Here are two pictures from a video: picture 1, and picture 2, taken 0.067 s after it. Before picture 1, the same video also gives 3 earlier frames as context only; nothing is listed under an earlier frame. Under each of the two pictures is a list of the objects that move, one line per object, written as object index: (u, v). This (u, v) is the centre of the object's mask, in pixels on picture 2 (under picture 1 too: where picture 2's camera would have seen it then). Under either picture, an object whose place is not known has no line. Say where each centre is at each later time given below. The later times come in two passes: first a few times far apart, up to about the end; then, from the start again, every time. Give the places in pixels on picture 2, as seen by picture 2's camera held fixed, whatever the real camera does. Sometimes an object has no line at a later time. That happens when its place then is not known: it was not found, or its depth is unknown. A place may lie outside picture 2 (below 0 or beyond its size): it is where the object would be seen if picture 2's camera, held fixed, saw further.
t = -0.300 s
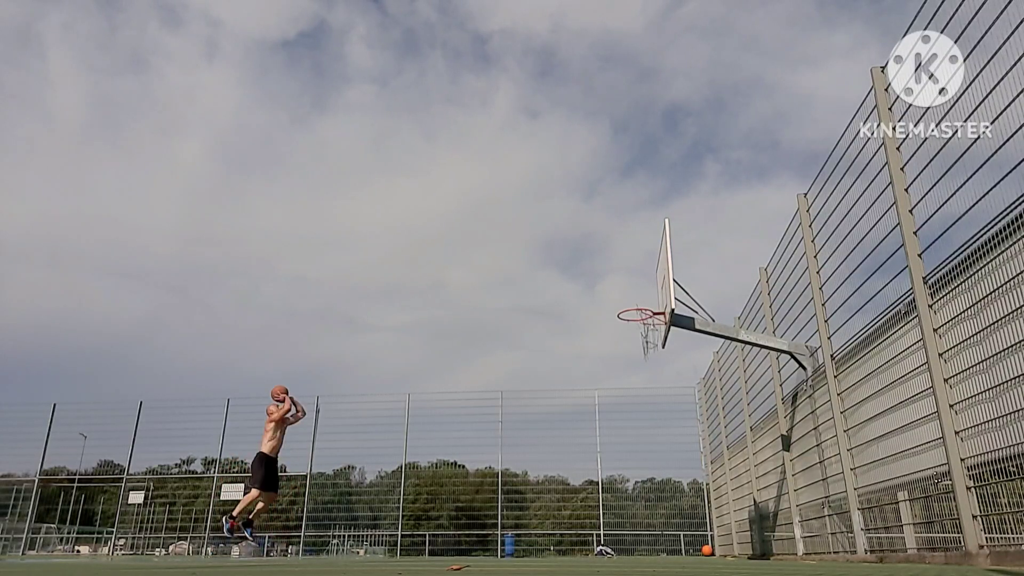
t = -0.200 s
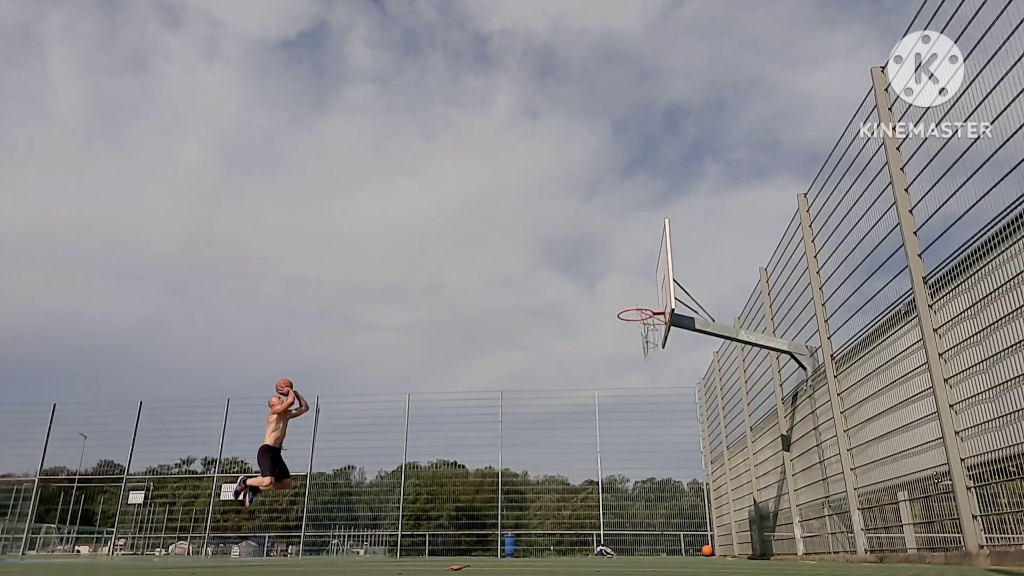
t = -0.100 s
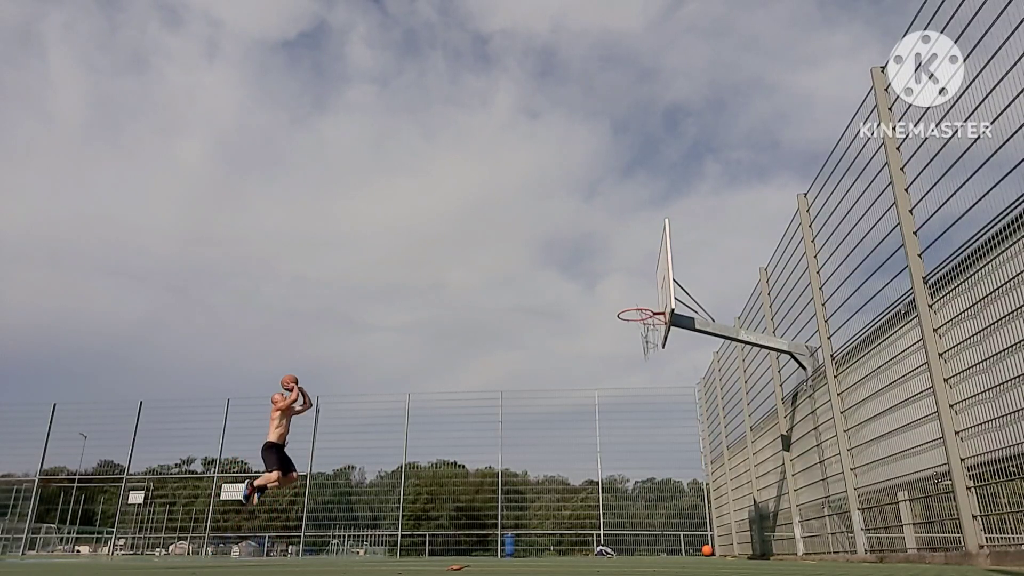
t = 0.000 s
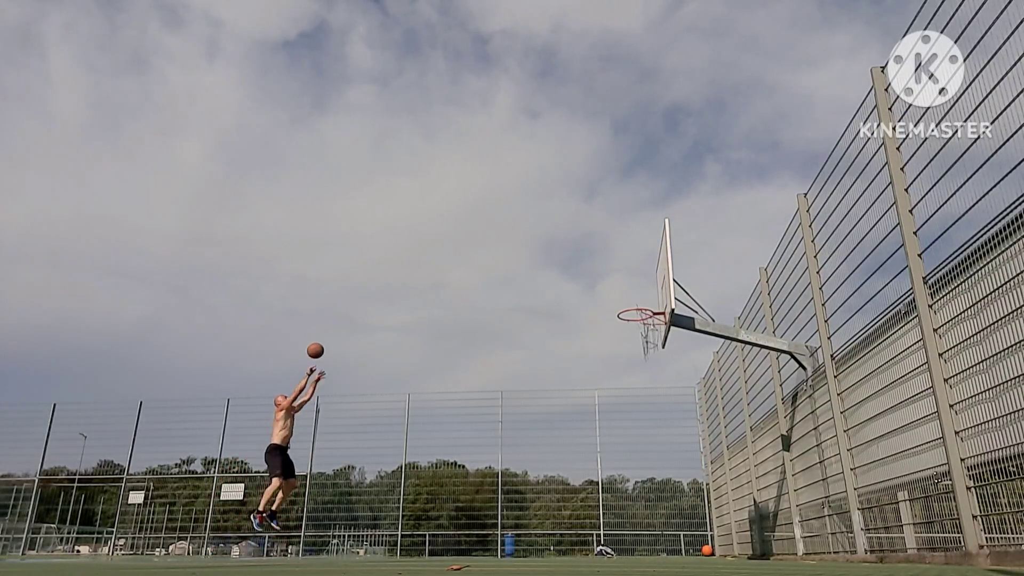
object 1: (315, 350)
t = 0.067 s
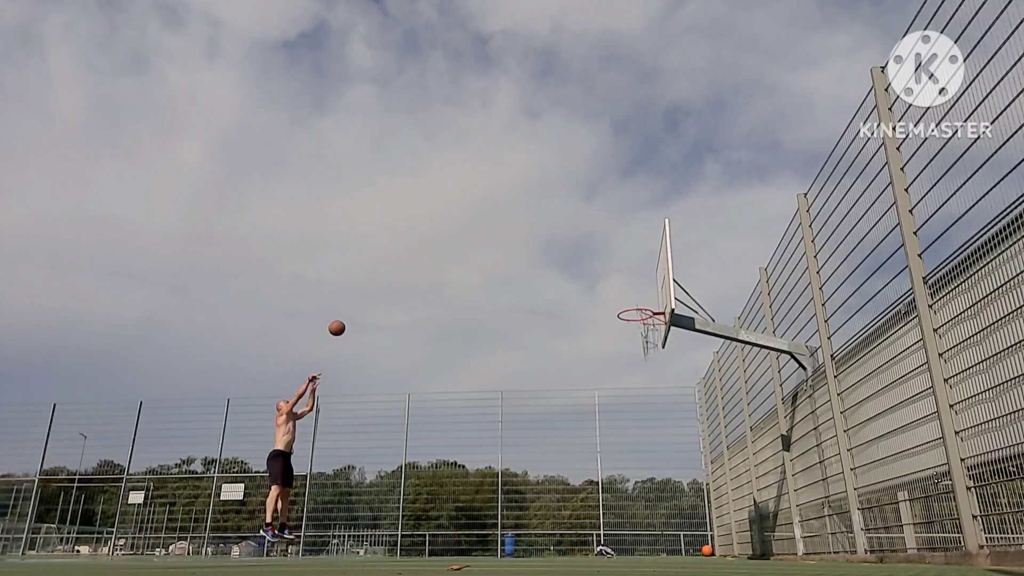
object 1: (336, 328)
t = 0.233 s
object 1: (388, 285)
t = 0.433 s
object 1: (449, 256)
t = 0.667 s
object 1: (520, 253)
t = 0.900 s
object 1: (595, 285)
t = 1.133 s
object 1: (652, 286)
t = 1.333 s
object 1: (626, 277)
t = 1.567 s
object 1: (590, 300)
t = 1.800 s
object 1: (555, 362)
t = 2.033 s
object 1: (520, 468)
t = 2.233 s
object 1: (498, 507)
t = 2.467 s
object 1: (493, 415)
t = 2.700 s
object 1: (488, 369)
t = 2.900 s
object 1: (484, 360)
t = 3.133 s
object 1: (478, 385)
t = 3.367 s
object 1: (473, 450)
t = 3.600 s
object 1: (467, 536)
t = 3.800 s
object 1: (459, 465)
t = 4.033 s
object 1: (449, 423)
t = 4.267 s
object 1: (438, 422)
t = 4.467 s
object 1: (428, 452)
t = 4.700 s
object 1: (415, 527)
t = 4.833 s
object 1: (411, 516)
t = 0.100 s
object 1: (347, 318)
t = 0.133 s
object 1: (357, 308)
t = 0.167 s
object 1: (368, 300)
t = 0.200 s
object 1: (378, 292)
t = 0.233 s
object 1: (388, 285)
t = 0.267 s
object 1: (398, 278)
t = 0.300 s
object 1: (408, 273)
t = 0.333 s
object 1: (418, 267)
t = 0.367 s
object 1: (428, 263)
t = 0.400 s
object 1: (438, 259)
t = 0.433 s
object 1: (449, 256)
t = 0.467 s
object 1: (459, 254)
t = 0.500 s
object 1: (469, 252)
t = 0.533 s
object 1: (479, 251)
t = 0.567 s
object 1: (489, 250)
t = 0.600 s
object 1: (499, 251)
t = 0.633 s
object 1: (509, 251)
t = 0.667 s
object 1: (520, 253)
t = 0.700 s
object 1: (530, 256)
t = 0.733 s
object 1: (541, 258)
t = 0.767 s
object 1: (551, 262)
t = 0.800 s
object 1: (562, 267)
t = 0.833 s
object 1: (573, 272)
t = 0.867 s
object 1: (584, 278)
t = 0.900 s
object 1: (595, 285)
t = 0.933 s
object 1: (606, 293)
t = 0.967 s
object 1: (618, 301)
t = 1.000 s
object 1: (626, 301)
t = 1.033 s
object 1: (632, 296)
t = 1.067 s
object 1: (639, 292)
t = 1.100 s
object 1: (645, 288)
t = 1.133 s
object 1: (652, 286)
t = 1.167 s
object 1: (653, 283)
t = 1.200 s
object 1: (648, 280)
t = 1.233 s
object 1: (642, 278)
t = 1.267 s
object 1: (637, 277)
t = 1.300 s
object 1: (631, 277)
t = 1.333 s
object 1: (626, 277)
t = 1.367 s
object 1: (621, 278)
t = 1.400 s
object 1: (615, 280)
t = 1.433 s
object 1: (610, 283)
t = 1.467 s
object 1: (605, 286)
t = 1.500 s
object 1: (600, 290)
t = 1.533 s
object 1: (595, 295)
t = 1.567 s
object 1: (590, 300)
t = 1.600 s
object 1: (585, 307)
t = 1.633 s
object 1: (580, 314)
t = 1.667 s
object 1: (575, 322)
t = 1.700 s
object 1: (570, 330)
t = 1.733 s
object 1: (565, 340)
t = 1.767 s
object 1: (560, 351)
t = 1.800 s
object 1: (555, 362)
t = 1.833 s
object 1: (550, 374)
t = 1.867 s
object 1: (545, 387)
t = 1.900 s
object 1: (540, 401)
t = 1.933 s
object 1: (536, 416)
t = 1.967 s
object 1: (530, 433)
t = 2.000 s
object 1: (525, 450)
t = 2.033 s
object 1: (520, 468)
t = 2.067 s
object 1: (514, 488)
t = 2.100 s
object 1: (509, 509)
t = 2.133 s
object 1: (504, 531)
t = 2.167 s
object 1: (499, 543)
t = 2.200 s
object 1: (499, 524)
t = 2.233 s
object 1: (498, 507)
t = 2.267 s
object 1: (497, 491)
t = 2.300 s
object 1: (496, 476)
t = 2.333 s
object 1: (496, 461)
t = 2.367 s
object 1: (495, 448)
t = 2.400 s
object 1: (494, 436)
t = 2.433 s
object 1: (493, 425)
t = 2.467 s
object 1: (493, 415)
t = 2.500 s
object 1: (492, 406)
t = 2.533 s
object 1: (491, 397)
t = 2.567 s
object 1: (491, 390)
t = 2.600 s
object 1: (490, 383)
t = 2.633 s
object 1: (489, 378)
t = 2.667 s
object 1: (488, 373)
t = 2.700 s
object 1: (488, 369)
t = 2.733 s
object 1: (487, 365)
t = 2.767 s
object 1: (486, 363)
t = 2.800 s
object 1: (486, 361)
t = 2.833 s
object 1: (485, 360)
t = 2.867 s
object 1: (484, 359)
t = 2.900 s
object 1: (484, 360)
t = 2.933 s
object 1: (483, 361)
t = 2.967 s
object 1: (482, 363)
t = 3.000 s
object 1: (481, 366)
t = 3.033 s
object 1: (481, 369)
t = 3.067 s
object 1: (480, 373)
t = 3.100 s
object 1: (479, 379)
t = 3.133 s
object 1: (478, 385)
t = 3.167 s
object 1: (478, 391)
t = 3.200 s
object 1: (477, 399)
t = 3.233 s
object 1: (476, 408)
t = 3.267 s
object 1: (475, 417)
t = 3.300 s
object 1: (475, 427)
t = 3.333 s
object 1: (474, 438)
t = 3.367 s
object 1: (473, 450)
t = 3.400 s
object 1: (472, 463)
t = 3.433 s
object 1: (471, 477)
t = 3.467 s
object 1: (470, 492)
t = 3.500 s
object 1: (469, 508)
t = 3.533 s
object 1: (469, 525)
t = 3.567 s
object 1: (468, 544)
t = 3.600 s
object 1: (467, 536)
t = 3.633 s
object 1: (465, 521)
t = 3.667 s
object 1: (464, 508)
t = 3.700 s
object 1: (462, 496)
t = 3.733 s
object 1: (461, 485)
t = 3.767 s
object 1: (460, 474)
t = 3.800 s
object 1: (459, 465)
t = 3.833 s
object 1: (457, 456)
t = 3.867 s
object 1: (456, 449)
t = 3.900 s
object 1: (454, 442)
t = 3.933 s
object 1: (453, 436)
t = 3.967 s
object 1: (452, 431)
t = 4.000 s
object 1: (450, 427)
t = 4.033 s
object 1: (449, 423)
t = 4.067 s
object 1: (447, 421)
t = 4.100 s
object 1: (446, 419)
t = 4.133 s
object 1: (444, 418)
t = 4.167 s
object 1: (443, 418)
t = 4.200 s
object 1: (441, 418)
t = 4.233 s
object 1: (440, 419)
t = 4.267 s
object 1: (438, 422)
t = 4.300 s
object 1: (436, 425)
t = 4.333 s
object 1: (435, 428)
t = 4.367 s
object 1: (433, 433)
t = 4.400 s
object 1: (432, 438)
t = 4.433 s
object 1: (430, 445)
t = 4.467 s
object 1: (428, 452)
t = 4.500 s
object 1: (427, 460)
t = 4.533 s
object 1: (425, 468)
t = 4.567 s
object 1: (422, 478)
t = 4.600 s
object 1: (421, 489)
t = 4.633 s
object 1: (419, 500)
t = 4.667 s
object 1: (417, 513)
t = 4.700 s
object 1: (415, 527)
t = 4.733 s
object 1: (413, 542)
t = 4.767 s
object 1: (412, 540)
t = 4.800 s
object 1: (411, 528)
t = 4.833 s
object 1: (411, 516)
